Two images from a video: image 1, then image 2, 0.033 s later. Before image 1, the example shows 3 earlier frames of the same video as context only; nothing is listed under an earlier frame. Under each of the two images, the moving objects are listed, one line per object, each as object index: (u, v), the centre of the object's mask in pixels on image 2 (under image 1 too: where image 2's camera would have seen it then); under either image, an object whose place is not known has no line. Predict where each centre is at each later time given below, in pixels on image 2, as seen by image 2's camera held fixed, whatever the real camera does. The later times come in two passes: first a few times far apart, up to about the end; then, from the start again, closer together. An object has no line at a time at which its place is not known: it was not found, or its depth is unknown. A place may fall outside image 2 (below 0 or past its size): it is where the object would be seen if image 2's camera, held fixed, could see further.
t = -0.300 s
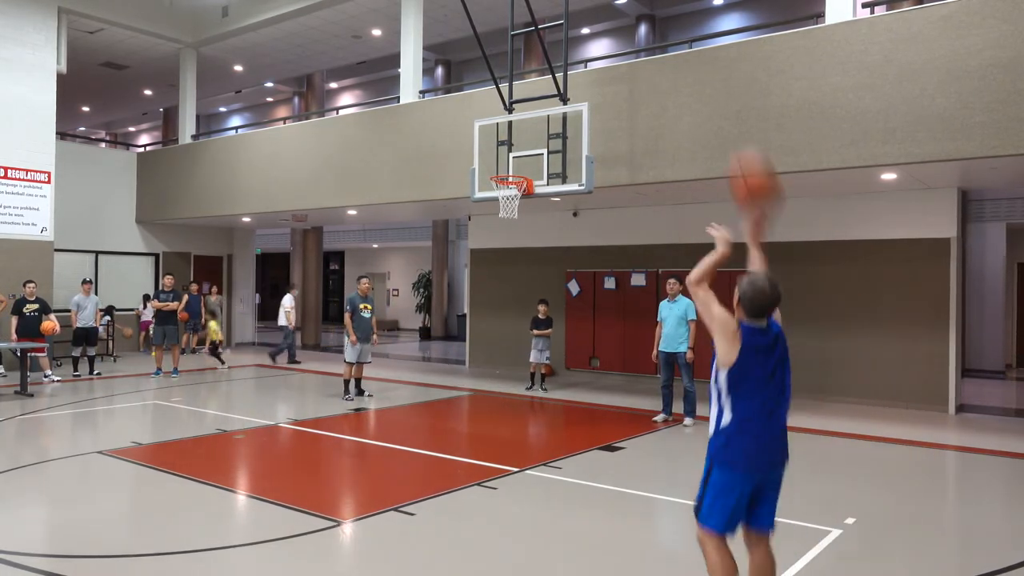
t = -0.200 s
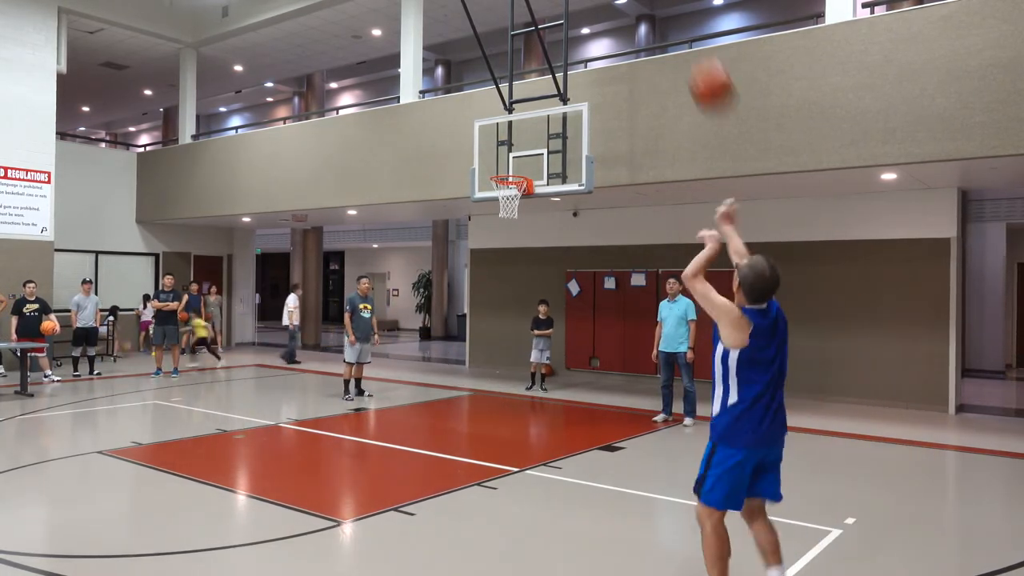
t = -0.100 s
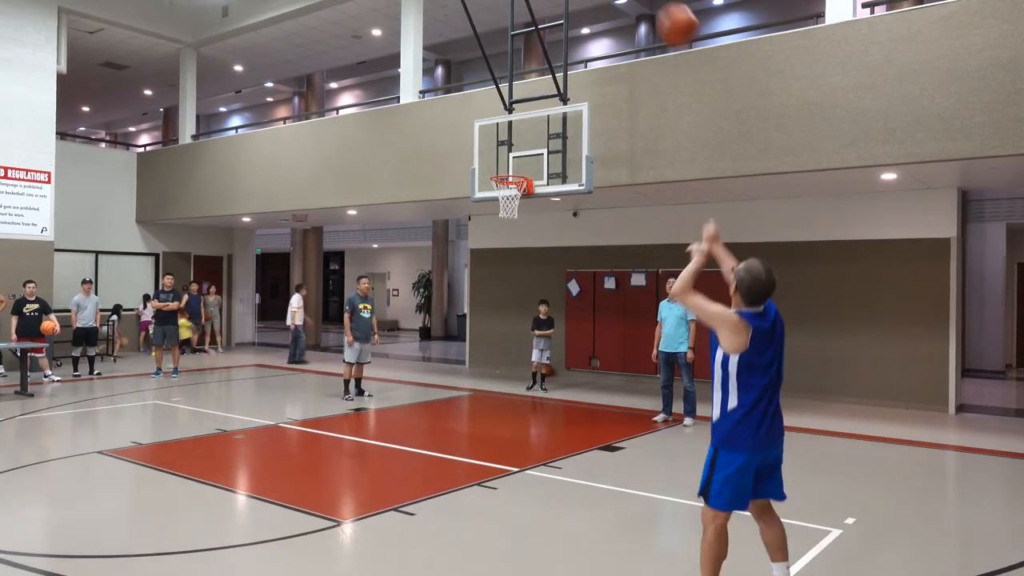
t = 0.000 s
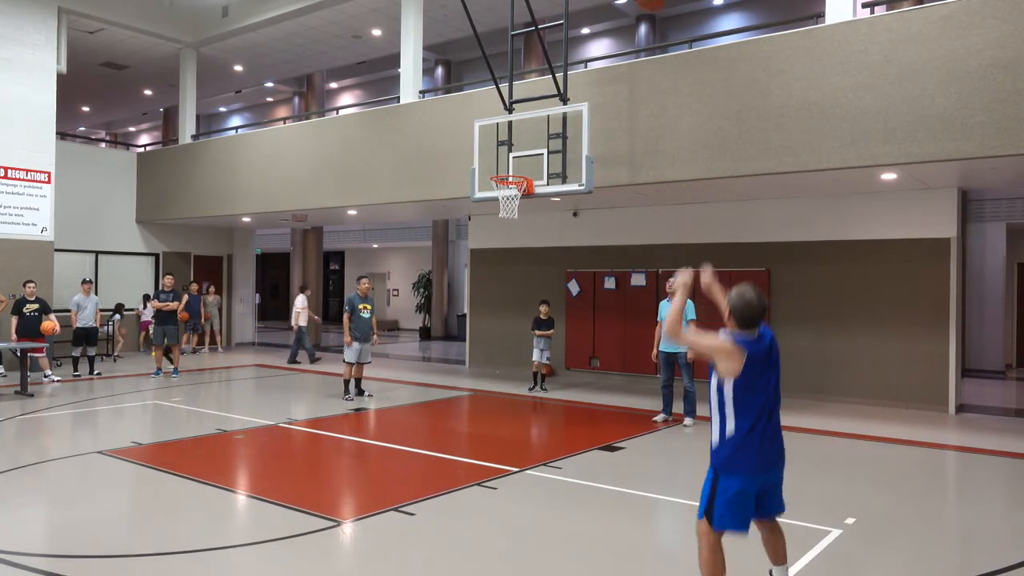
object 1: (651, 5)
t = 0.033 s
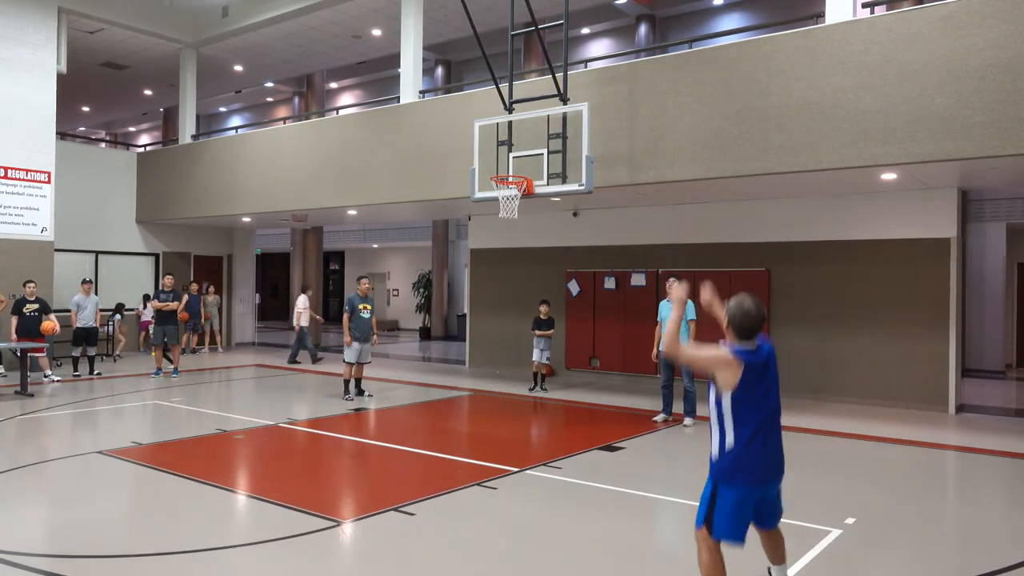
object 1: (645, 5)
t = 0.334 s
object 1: (589, 2)
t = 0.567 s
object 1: (560, 47)
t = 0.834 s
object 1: (536, 150)
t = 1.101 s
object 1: (566, 168)
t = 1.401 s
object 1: (591, 214)
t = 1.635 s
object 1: (615, 324)
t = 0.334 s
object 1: (589, 2)
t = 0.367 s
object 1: (583, 4)
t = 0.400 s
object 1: (579, 7)
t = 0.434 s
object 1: (576, 10)
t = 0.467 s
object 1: (571, 17)
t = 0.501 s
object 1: (568, 26)
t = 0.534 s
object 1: (564, 37)
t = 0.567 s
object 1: (560, 47)
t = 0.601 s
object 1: (557, 57)
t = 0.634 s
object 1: (553, 68)
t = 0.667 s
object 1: (551, 82)
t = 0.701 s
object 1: (547, 95)
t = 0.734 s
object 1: (545, 108)
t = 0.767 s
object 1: (542, 123)
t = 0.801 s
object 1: (539, 136)
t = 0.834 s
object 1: (536, 150)
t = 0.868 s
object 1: (534, 165)
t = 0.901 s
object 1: (535, 173)
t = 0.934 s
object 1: (549, 173)
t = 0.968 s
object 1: (557, 172)
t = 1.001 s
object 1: (559, 170)
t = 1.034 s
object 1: (561, 168)
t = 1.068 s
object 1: (564, 168)
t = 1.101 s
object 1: (566, 168)
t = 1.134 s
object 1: (568, 168)
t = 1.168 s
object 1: (571, 170)
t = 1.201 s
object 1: (573, 173)
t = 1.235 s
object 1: (577, 177)
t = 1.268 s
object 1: (579, 182)
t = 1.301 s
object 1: (583, 189)
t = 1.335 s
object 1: (585, 196)
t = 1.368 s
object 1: (588, 204)
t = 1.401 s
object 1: (591, 214)
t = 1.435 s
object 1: (594, 225)
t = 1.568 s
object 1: (608, 286)
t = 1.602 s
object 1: (612, 304)
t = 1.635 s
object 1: (615, 324)
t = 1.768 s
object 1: (633, 431)
